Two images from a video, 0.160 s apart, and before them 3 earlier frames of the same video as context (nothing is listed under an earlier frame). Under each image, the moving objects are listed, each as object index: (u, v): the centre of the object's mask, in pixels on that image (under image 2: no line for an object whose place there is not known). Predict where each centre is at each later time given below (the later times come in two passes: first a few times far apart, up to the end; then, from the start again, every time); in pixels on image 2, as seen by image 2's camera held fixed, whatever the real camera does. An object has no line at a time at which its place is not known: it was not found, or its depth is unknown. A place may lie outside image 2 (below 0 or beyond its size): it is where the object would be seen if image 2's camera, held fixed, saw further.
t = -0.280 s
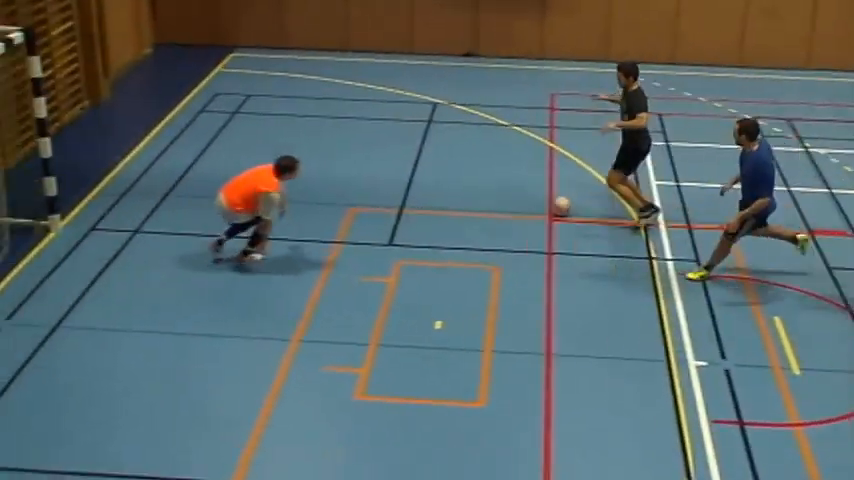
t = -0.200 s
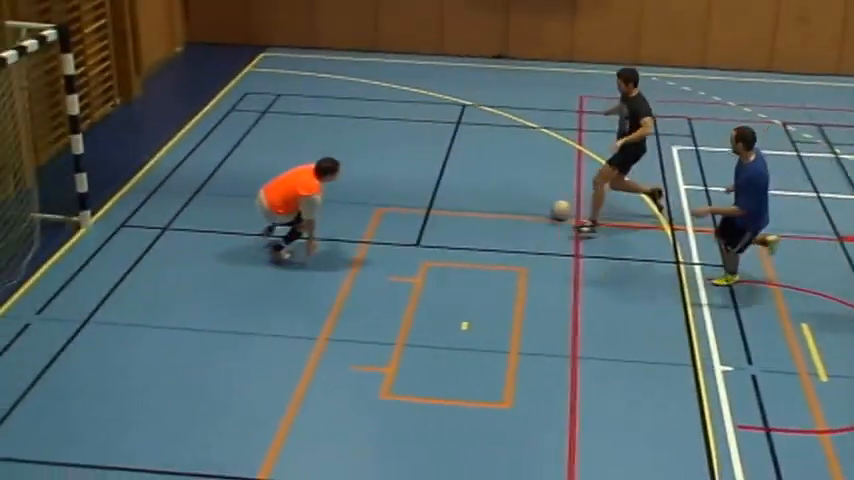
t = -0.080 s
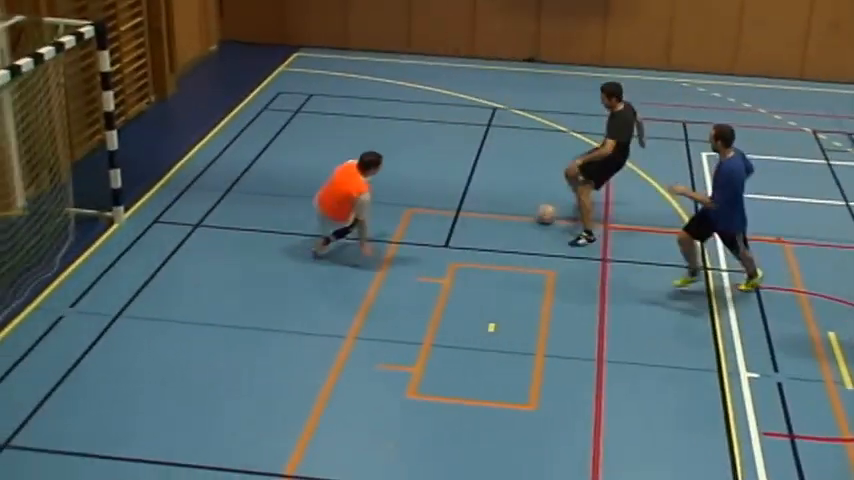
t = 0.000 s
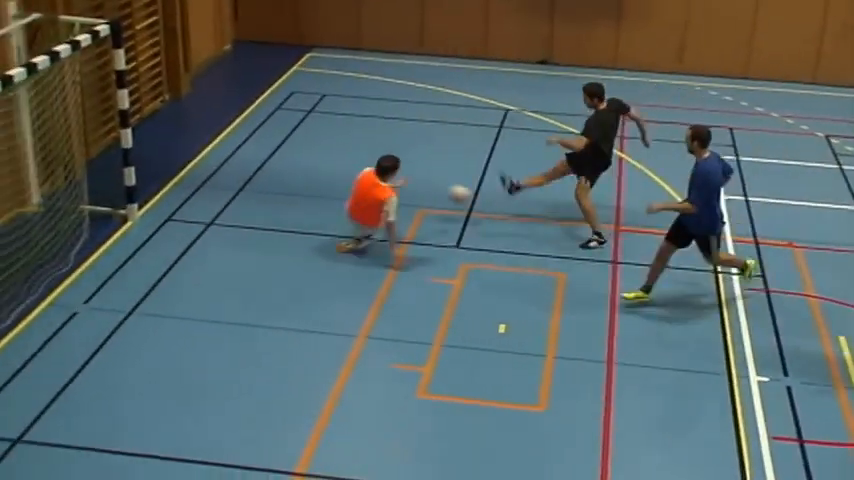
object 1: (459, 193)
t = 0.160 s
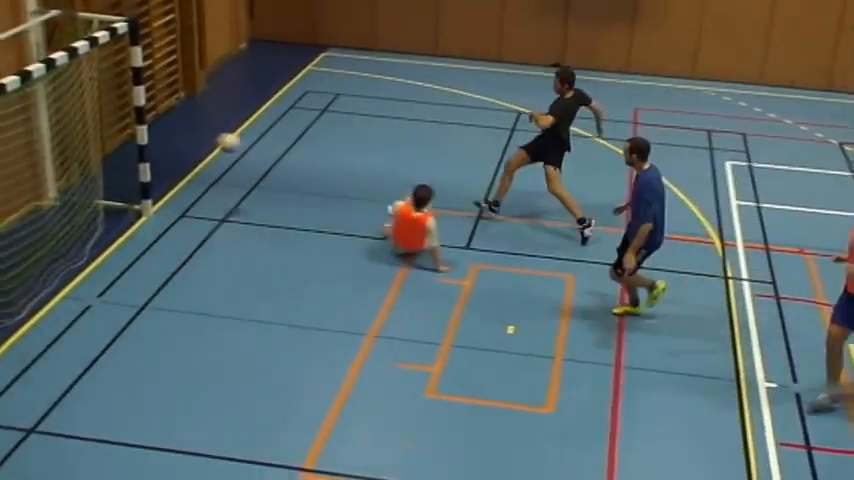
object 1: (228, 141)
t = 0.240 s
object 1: (140, 133)
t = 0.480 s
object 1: (72, 212)
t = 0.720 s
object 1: (-37, 407)
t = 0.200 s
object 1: (168, 132)
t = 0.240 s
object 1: (140, 133)
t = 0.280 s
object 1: (130, 140)
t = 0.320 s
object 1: (120, 150)
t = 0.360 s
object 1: (110, 161)
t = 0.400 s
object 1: (98, 176)
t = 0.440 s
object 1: (85, 191)
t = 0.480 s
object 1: (72, 212)
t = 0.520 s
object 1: (56, 235)
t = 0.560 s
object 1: (41, 262)
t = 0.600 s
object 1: (21, 293)
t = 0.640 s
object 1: (3, 327)
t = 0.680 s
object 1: (-18, 364)
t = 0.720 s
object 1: (-37, 407)
